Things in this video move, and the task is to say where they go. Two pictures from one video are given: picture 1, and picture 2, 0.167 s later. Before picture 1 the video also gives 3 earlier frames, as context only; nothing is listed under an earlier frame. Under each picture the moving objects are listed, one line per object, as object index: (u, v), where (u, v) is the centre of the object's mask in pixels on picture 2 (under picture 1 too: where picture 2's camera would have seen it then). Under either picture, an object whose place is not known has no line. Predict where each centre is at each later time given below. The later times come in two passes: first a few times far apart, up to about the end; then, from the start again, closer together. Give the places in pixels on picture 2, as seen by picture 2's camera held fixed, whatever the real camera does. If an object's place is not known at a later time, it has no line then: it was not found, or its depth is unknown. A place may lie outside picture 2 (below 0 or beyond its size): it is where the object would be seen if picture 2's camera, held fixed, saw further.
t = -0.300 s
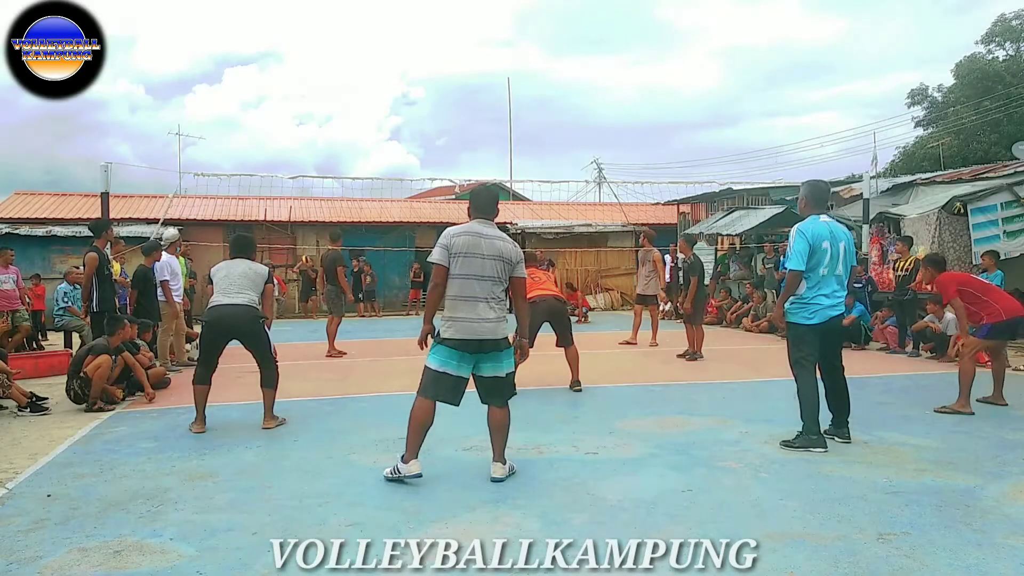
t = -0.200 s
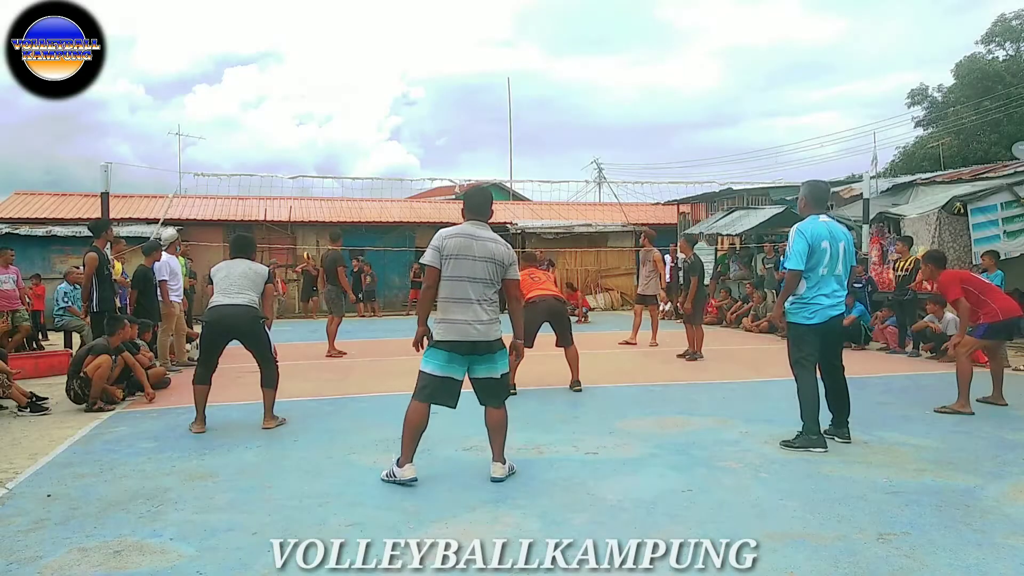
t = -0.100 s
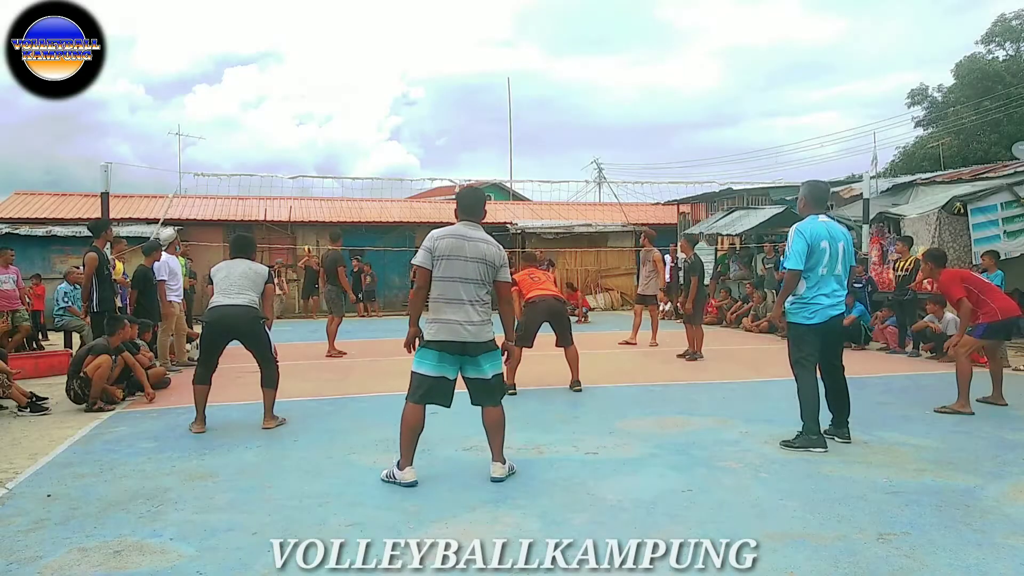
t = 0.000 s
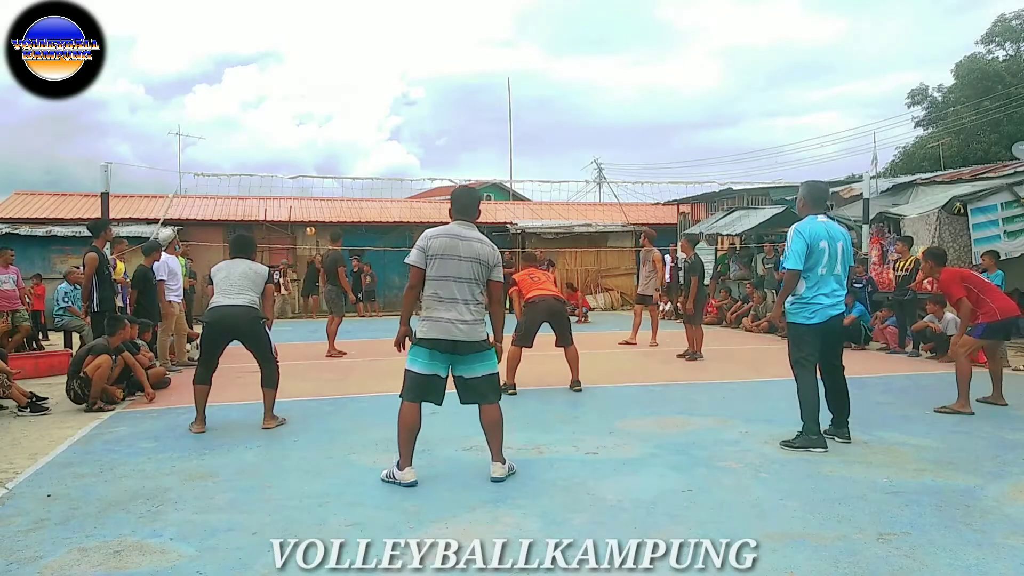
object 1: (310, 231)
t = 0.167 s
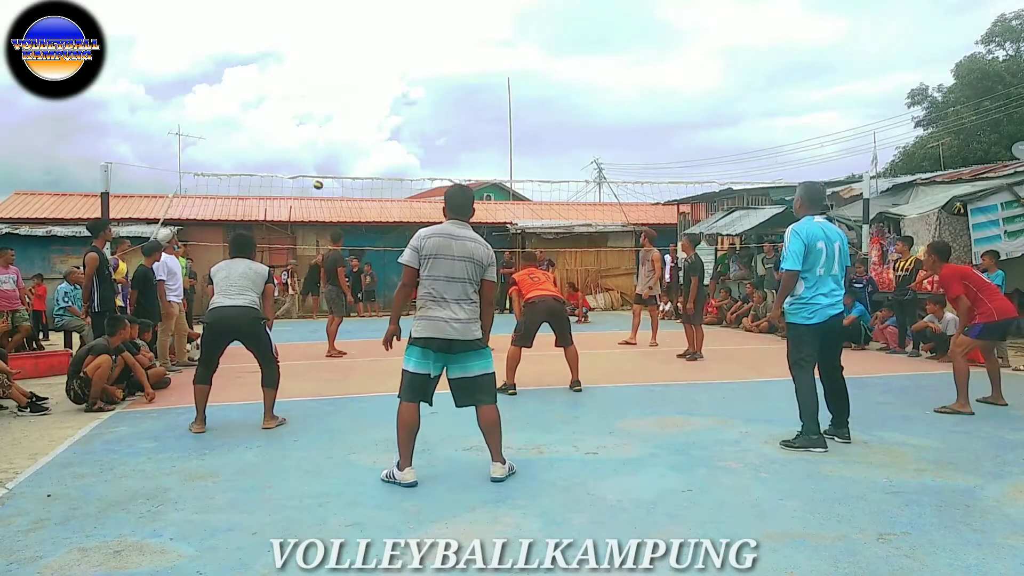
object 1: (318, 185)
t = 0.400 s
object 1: (332, 131)
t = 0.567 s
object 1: (345, 103)
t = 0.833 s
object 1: (370, 85)
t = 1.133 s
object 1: (411, 126)
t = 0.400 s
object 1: (332, 131)
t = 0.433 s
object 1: (334, 125)
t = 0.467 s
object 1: (337, 118)
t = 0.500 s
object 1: (340, 113)
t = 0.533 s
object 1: (342, 108)
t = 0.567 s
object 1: (345, 103)
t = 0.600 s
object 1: (348, 99)
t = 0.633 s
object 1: (351, 95)
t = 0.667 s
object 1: (354, 92)
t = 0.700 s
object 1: (357, 89)
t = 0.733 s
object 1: (360, 87)
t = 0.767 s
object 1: (363, 86)
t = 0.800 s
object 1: (367, 85)
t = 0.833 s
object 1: (370, 85)
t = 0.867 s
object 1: (374, 86)
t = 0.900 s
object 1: (378, 88)
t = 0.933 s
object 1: (382, 91)
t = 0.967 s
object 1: (386, 94)
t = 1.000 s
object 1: (391, 98)
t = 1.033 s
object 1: (396, 104)
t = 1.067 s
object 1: (400, 110)
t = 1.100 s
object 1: (406, 118)
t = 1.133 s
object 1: (411, 126)
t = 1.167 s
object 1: (417, 136)
